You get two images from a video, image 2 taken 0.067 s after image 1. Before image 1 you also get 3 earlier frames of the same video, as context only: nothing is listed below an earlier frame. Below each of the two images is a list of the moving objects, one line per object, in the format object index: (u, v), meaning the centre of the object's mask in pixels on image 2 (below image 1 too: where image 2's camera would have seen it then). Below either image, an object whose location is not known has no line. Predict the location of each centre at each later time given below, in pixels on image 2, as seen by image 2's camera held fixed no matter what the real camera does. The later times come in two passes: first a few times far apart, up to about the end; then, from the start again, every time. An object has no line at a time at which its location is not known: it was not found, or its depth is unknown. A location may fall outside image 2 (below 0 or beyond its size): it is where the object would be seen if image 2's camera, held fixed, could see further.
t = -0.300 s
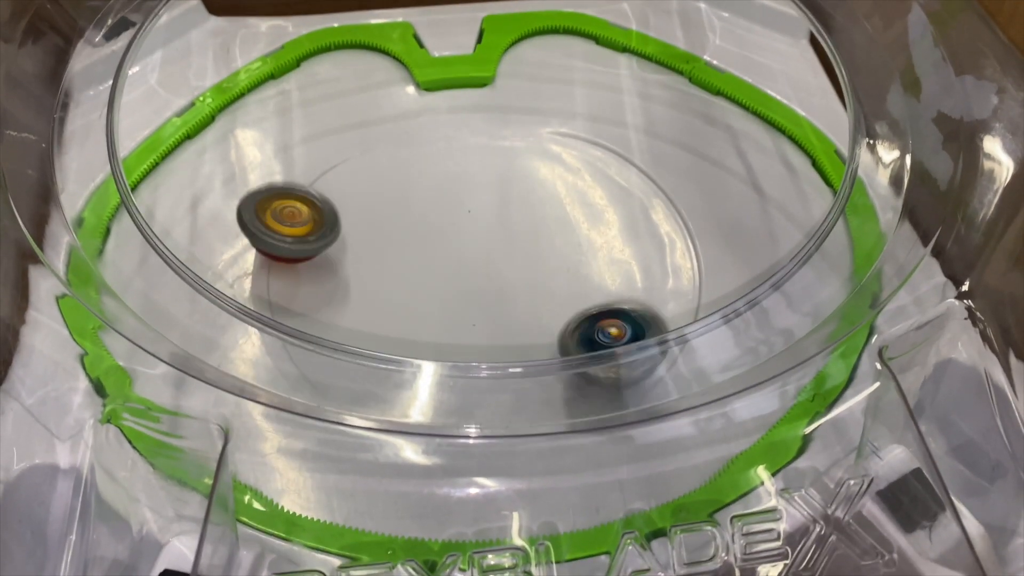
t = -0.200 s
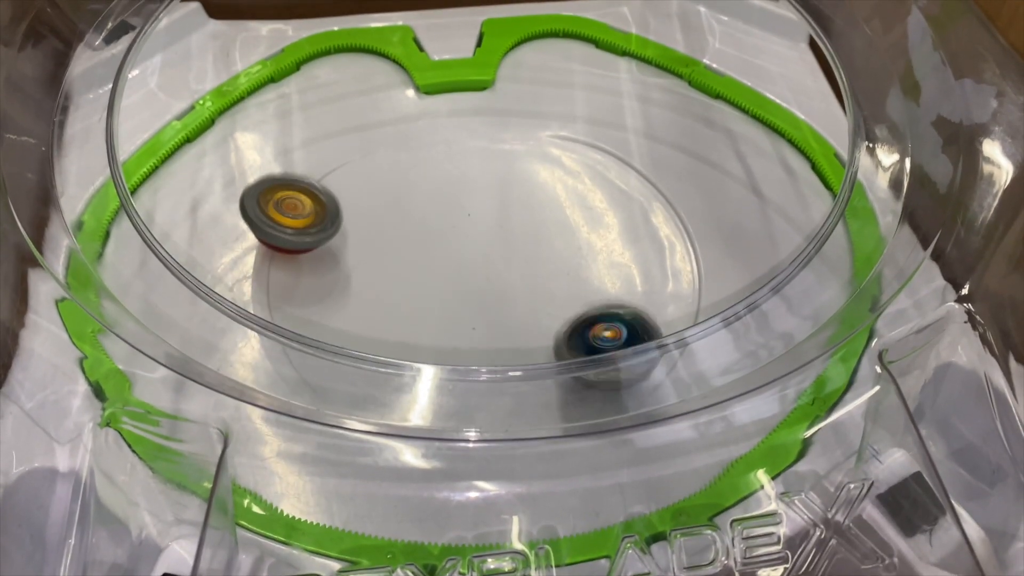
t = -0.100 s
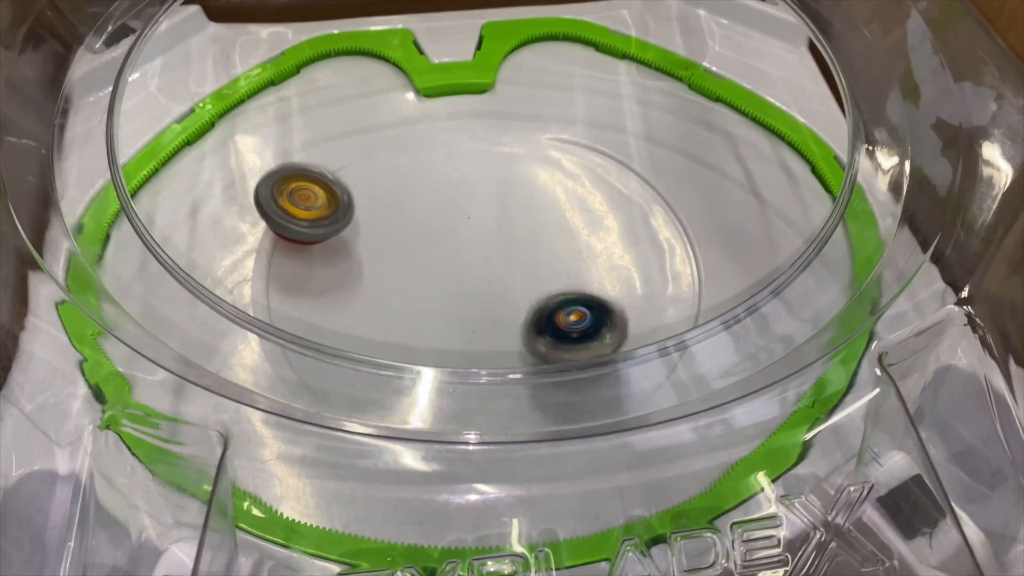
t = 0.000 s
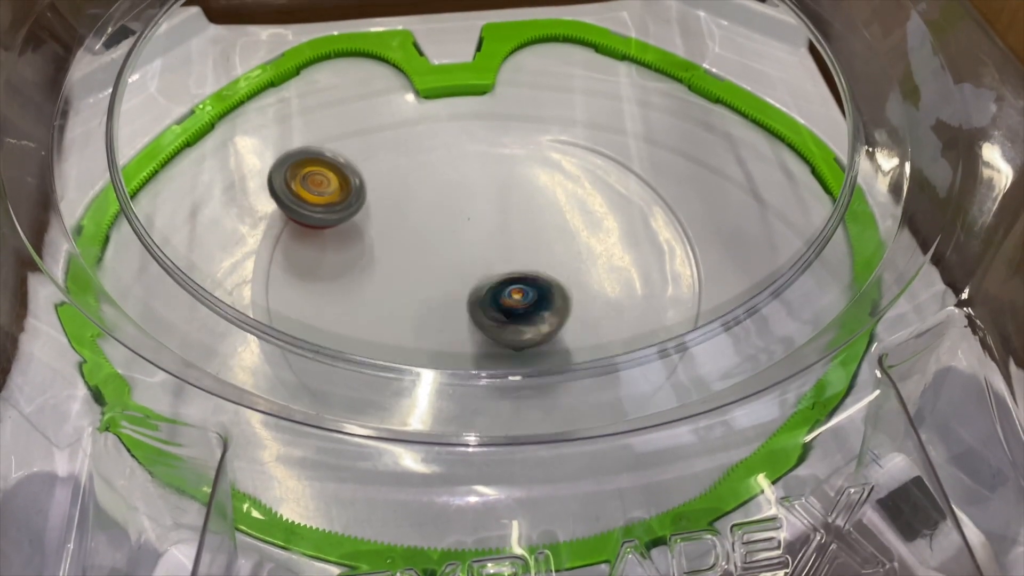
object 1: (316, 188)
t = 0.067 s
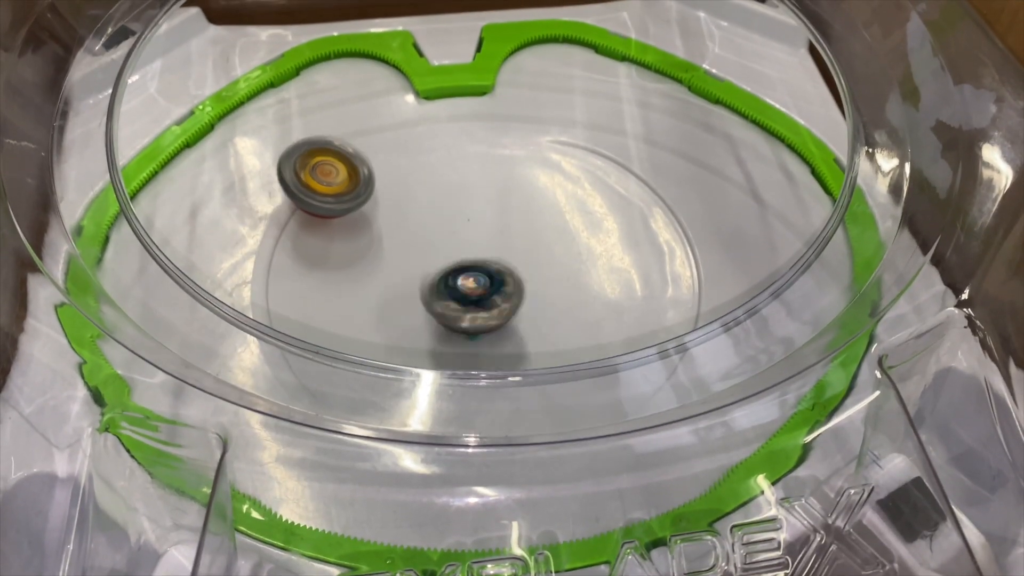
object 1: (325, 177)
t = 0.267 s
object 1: (368, 165)
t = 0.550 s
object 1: (469, 183)
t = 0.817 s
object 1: (578, 155)
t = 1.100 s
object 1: (686, 113)
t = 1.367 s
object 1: (789, 158)
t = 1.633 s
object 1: (786, 220)
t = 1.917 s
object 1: (747, 327)
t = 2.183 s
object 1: (622, 424)
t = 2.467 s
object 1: (437, 462)
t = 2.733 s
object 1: (249, 417)
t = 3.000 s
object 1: (132, 313)
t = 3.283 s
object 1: (122, 200)
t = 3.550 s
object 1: (195, 123)
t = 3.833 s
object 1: (309, 75)
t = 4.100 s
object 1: (421, 82)
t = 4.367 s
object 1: (492, 168)
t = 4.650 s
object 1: (450, 194)
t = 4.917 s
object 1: (351, 183)
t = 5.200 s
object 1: (293, 264)
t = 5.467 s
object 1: (371, 333)
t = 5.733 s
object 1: (490, 330)
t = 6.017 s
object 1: (545, 256)
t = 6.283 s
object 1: (738, 300)
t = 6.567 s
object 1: (804, 323)
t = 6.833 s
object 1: (730, 328)
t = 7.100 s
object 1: (647, 370)
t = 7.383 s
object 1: (485, 441)
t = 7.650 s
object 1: (361, 303)
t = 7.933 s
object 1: (372, 186)
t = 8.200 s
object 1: (438, 170)
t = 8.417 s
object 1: (518, 210)
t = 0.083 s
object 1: (328, 175)
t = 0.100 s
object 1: (330, 172)
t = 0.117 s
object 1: (333, 170)
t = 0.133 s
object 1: (336, 168)
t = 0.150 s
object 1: (339, 167)
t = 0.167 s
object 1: (342, 165)
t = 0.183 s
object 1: (346, 164)
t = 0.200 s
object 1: (350, 164)
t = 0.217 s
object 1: (354, 163)
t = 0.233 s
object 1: (358, 164)
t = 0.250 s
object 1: (363, 164)
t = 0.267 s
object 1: (368, 165)
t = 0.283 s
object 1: (373, 166)
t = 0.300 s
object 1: (379, 168)
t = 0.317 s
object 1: (385, 169)
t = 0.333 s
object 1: (391, 170)
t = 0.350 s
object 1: (397, 172)
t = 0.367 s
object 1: (403, 173)
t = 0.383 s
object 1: (410, 174)
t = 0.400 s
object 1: (416, 176)
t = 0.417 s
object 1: (422, 177)
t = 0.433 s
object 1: (428, 178)
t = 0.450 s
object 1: (434, 179)
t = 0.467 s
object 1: (440, 180)
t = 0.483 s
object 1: (446, 181)
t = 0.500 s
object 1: (452, 182)
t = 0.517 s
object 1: (457, 182)
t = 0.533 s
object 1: (463, 183)
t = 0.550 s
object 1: (469, 183)
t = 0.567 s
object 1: (475, 183)
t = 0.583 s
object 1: (481, 184)
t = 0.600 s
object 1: (486, 184)
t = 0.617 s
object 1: (492, 184)
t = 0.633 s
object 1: (497, 185)
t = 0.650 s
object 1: (503, 185)
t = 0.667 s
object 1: (508, 185)
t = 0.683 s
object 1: (514, 185)
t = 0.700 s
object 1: (519, 185)
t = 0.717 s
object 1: (525, 184)
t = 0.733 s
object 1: (530, 184)
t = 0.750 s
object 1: (535, 184)
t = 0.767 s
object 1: (541, 184)
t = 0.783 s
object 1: (548, 181)
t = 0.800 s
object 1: (562, 170)
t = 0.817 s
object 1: (578, 155)
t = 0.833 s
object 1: (592, 144)
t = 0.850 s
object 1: (604, 134)
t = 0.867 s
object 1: (612, 125)
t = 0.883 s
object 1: (618, 119)
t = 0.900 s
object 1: (623, 118)
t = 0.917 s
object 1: (628, 119)
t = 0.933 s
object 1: (633, 114)
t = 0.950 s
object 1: (638, 113)
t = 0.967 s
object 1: (641, 113)
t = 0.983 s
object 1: (647, 112)
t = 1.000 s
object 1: (652, 112)
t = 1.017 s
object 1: (657, 110)
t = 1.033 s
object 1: (662, 110)
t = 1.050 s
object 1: (668, 110)
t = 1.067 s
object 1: (673, 111)
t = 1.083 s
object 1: (679, 111)
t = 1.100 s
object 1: (686, 113)
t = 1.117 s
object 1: (692, 114)
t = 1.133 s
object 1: (698, 115)
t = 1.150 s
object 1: (704, 116)
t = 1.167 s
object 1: (711, 119)
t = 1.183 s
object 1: (717, 121)
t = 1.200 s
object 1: (724, 123)
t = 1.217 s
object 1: (730, 126)
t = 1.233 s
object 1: (736, 128)
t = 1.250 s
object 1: (743, 131)
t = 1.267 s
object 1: (749, 134)
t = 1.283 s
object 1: (756, 138)
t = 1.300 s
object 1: (762, 141)
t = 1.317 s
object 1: (769, 145)
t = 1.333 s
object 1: (775, 149)
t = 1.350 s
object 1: (782, 154)
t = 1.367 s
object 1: (789, 158)
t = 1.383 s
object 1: (796, 162)
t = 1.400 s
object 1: (801, 167)
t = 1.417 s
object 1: (805, 172)
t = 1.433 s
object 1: (808, 177)
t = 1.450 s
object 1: (810, 181)
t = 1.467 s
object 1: (813, 186)
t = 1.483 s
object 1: (830, 195)
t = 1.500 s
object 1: (833, 197)
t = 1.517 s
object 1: (828, 199)
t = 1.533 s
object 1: (823, 202)
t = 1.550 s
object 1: (818, 203)
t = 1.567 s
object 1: (812, 207)
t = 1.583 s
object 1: (807, 210)
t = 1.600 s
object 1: (802, 214)
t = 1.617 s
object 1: (797, 218)
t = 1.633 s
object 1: (786, 220)
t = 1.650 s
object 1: (787, 226)
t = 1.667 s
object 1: (785, 231)
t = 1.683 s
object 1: (778, 235)
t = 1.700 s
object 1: (779, 242)
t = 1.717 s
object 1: (776, 249)
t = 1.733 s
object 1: (774, 255)
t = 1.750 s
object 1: (773, 261)
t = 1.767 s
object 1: (771, 269)
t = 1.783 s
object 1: (769, 276)
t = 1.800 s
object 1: (766, 283)
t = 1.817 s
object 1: (764, 290)
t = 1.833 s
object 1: (762, 297)
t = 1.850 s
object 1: (758, 304)
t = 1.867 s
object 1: (757, 310)
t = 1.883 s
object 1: (754, 317)
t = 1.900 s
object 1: (747, 325)
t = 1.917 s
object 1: (747, 327)
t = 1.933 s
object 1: (736, 337)
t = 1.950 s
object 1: (730, 343)
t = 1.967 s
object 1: (724, 349)
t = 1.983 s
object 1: (719, 353)
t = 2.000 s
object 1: (713, 358)
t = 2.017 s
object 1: (711, 366)
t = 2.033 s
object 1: (708, 369)
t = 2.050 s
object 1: (703, 380)
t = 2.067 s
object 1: (685, 387)
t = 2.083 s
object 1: (679, 391)
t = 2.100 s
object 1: (669, 396)
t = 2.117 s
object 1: (662, 403)
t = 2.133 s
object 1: (652, 410)
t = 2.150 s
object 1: (643, 415)
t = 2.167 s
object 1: (633, 420)
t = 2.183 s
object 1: (622, 424)
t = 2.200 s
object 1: (614, 427)
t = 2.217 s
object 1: (603, 431)
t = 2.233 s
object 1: (592, 434)
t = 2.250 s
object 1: (581, 437)
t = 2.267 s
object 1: (571, 441)
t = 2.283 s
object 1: (560, 443)
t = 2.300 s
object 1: (550, 446)
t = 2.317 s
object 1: (539, 449)
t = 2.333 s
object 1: (527, 450)
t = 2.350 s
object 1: (516, 451)
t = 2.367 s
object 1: (505, 452)
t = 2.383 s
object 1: (493, 453)
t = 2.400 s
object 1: (482, 455)
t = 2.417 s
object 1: (472, 456)
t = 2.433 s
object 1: (463, 461)
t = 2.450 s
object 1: (449, 461)
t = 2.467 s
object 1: (437, 462)
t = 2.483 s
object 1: (418, 472)
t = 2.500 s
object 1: (406, 471)
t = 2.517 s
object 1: (394, 470)
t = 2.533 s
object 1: (381, 468)
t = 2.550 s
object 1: (369, 467)
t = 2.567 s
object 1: (354, 456)
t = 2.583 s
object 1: (344, 451)
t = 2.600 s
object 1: (333, 447)
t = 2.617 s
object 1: (325, 444)
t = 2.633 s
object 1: (314, 441)
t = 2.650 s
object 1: (303, 437)
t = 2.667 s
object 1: (291, 432)
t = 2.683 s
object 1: (283, 429)
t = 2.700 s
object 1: (273, 425)
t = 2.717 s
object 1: (259, 421)
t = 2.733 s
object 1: (249, 417)
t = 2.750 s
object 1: (239, 412)
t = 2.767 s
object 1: (230, 407)
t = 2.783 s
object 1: (222, 400)
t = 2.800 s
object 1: (213, 396)
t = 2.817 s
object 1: (203, 391)
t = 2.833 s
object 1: (203, 371)
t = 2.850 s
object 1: (192, 365)
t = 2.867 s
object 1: (186, 361)
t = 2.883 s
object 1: (175, 355)
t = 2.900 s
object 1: (171, 351)
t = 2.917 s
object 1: (160, 343)
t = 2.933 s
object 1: (154, 338)
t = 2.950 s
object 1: (148, 332)
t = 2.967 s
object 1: (143, 324)
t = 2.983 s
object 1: (136, 319)
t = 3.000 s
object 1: (132, 313)
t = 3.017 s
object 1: (127, 308)
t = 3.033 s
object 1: (123, 300)
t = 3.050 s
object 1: (119, 293)
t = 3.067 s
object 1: (116, 286)
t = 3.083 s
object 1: (113, 279)
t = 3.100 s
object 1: (110, 272)
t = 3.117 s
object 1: (106, 265)
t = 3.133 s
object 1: (104, 258)
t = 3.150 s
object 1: (107, 251)
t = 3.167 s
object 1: (111, 244)
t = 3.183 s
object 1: (112, 238)
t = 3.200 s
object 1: (116, 232)
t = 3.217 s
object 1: (117, 226)
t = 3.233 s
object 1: (118, 220)
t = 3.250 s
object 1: (119, 213)
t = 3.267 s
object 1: (119, 207)
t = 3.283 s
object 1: (122, 200)
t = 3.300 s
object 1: (123, 193)
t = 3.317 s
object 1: (126, 187)
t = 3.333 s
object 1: (131, 182)
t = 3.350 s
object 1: (136, 177)
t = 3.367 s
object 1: (140, 172)
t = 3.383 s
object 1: (144, 166)
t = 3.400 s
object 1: (151, 161)
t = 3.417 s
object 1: (159, 157)
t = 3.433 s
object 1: (162, 153)
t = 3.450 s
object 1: (165, 149)
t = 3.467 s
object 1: (169, 144)
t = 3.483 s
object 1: (175, 140)
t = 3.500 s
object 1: (180, 136)
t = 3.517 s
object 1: (185, 132)
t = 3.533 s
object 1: (190, 127)
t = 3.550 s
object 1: (195, 123)
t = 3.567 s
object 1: (200, 119)
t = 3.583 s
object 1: (206, 115)
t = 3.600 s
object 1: (212, 111)
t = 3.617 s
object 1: (218, 107)
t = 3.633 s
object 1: (223, 103)
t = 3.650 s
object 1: (230, 100)
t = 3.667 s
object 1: (236, 96)
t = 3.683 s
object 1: (243, 93)
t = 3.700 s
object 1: (249, 90)
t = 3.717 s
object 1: (256, 88)
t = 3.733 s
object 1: (264, 85)
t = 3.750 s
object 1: (271, 82)
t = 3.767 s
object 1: (278, 81)
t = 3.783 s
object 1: (286, 79)
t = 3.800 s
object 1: (294, 77)
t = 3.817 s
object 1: (302, 76)
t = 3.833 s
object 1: (309, 75)
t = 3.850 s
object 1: (317, 74)
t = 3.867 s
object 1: (325, 74)
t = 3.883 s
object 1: (334, 74)
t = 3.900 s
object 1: (342, 74)
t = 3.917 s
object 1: (351, 73)
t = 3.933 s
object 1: (358, 74)
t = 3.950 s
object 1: (366, 74)
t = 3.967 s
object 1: (373, 74)
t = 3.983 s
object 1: (380, 74)
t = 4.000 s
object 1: (387, 74)
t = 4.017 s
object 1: (393, 75)
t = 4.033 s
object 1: (398, 77)
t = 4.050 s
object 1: (404, 77)
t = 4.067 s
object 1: (410, 79)
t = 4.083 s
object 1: (416, 80)
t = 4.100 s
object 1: (421, 82)
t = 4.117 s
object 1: (425, 85)
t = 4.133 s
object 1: (430, 87)
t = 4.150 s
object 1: (435, 90)
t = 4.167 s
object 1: (439, 94)
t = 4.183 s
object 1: (444, 98)
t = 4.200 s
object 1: (449, 103)
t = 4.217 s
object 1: (453, 107)
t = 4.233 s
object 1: (457, 112)
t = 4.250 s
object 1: (462, 118)
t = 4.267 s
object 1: (467, 125)
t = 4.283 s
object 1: (470, 131)
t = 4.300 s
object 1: (475, 138)
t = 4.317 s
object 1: (479, 145)
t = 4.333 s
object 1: (483, 153)
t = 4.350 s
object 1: (487, 160)
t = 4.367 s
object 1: (492, 168)
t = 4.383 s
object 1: (496, 176)
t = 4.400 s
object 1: (492, 171)
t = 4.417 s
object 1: (484, 167)
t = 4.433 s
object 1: (478, 162)
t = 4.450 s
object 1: (472, 158)
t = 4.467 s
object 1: (466, 156)
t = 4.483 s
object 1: (462, 154)
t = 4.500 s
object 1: (458, 155)
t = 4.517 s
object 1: (455, 156)
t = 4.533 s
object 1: (453, 158)
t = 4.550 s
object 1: (452, 161)
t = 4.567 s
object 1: (451, 166)
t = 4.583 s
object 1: (450, 171)
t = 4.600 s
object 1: (450, 176)
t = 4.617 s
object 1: (450, 182)
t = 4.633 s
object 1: (450, 188)
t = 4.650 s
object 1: (450, 194)
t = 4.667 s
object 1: (451, 201)
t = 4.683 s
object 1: (452, 208)
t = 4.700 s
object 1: (452, 215)
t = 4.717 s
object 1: (454, 221)
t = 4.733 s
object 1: (455, 228)
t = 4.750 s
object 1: (456, 234)
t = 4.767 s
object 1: (458, 241)
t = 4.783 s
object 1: (447, 231)
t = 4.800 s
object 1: (432, 223)
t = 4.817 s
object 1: (418, 217)
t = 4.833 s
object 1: (405, 209)
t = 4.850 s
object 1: (392, 201)
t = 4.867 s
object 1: (381, 195)
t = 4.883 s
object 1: (369, 190)
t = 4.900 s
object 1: (361, 186)
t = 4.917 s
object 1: (351, 183)
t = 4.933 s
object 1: (344, 182)
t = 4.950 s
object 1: (338, 181)
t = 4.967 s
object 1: (332, 183)
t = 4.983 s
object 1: (327, 185)
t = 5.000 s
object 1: (322, 187)
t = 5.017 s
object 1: (318, 192)
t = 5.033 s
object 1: (313, 197)
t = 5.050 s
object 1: (310, 203)
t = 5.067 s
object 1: (306, 209)
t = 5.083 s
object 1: (303, 215)
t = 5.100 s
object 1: (300, 222)
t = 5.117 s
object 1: (298, 228)
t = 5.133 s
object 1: (295, 236)
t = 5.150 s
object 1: (294, 243)
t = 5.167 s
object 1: (293, 250)
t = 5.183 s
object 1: (293, 258)
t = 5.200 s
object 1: (293, 264)
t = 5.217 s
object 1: (294, 271)
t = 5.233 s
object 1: (295, 278)
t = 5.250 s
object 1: (297, 285)
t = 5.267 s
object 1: (300, 291)
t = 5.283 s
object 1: (303, 297)
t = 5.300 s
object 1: (306, 301)
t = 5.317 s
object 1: (311, 305)
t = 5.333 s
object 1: (317, 310)
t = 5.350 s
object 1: (323, 314)
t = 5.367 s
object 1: (329, 317)
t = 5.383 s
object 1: (337, 321)
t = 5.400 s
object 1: (344, 324)
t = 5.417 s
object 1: (345, 335)
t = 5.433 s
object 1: (358, 329)
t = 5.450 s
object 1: (365, 332)
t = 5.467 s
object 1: (371, 333)
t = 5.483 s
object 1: (378, 335)
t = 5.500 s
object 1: (386, 336)
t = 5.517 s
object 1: (394, 338)
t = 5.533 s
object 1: (402, 338)
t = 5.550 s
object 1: (409, 339)
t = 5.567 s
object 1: (417, 340)
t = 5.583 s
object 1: (425, 339)
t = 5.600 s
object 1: (432, 339)
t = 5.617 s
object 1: (440, 339)
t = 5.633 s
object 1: (447, 339)
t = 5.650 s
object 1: (454, 338)
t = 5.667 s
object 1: (462, 337)
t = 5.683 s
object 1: (469, 335)
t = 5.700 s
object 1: (476, 334)
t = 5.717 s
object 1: (483, 332)
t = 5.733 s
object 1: (490, 330)
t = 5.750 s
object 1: (495, 327)
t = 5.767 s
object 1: (501, 325)
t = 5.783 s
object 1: (507, 320)
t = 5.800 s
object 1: (512, 317)
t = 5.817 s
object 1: (517, 312)
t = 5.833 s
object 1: (521, 307)
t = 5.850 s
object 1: (525, 303)
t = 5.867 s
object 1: (529, 298)
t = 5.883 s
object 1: (532, 293)
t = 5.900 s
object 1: (535, 288)
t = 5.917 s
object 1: (537, 284)
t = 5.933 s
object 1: (540, 278)
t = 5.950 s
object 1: (541, 274)
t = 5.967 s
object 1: (543, 269)
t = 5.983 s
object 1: (544, 264)
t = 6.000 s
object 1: (545, 260)
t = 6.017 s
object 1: (545, 256)
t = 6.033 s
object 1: (546, 251)
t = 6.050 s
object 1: (546, 247)
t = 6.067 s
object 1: (546, 243)
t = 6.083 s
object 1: (556, 240)
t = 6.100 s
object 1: (579, 244)
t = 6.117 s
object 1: (603, 250)
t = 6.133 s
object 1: (627, 262)
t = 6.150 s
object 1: (648, 272)
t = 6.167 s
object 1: (667, 276)
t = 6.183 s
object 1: (685, 282)
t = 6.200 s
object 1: (699, 284)
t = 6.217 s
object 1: (707, 283)
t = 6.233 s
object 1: (717, 288)
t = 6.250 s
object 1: (725, 294)
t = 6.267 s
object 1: (732, 300)
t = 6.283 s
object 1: (738, 300)
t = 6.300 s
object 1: (744, 304)
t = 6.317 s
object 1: (750, 306)
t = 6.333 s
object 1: (755, 309)
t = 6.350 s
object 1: (762, 309)
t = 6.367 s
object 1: (767, 310)
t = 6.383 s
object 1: (772, 310)
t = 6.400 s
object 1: (776, 311)
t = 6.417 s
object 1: (780, 311)
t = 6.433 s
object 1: (785, 311)
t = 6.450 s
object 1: (787, 313)
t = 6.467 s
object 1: (793, 317)
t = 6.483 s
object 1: (801, 313)
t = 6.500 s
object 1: (812, 313)
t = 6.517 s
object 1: (822, 323)
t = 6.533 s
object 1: (820, 324)
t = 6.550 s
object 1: (813, 324)
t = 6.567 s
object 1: (804, 323)
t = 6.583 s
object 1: (801, 312)
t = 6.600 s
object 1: (793, 305)
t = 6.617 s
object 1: (787, 308)
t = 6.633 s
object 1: (781, 308)
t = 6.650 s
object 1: (778, 309)
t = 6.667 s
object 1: (773, 308)
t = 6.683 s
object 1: (768, 311)
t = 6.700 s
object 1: (763, 312)
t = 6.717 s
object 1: (759, 312)
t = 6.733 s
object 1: (754, 313)
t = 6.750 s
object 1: (750, 315)
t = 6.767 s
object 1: (746, 316)
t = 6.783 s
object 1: (741, 319)
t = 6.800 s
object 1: (737, 323)
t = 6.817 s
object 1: (734, 325)
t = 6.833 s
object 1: (730, 328)
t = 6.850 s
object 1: (726, 332)
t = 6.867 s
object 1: (723, 334)
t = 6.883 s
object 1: (720, 337)
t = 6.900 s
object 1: (716, 341)
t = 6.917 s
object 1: (711, 344)
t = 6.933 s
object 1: (707, 347)
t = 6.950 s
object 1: (702, 350)
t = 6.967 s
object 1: (696, 352)
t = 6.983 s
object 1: (692, 354)
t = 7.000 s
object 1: (686, 357)
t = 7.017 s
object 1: (679, 360)
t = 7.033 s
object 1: (673, 362)
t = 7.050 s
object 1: (666, 364)
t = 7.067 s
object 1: (659, 367)
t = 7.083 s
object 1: (652, 368)
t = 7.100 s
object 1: (647, 370)
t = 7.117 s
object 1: (640, 371)
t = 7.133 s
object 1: (633, 372)
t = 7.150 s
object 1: (624, 372)
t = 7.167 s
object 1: (617, 372)
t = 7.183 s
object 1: (609, 369)
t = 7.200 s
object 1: (605, 381)
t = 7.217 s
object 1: (598, 399)
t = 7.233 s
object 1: (592, 421)
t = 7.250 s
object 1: (584, 447)
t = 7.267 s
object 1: (577, 480)
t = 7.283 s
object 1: (568, 492)
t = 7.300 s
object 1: (555, 493)
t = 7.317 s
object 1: (539, 488)
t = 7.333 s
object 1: (523, 484)
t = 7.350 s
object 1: (510, 470)
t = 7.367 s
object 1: (497, 455)
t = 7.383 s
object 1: (485, 441)
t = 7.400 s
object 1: (474, 438)
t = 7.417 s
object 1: (468, 430)
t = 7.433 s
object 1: (462, 421)
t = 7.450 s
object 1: (437, 404)
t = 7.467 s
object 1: (425, 401)
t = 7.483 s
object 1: (416, 393)
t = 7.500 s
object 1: (407, 388)
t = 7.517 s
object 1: (399, 384)
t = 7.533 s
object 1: (391, 365)
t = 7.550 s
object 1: (387, 360)
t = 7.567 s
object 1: (383, 339)
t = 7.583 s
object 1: (376, 333)
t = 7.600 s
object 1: (370, 327)
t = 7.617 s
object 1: (366, 318)
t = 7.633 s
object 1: (363, 313)
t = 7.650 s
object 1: (361, 303)
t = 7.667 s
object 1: (359, 293)
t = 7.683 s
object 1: (357, 284)
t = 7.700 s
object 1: (355, 275)
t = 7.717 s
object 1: (355, 267)
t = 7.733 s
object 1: (354, 258)
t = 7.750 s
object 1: (354, 250)
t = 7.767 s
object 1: (355, 242)
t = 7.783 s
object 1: (356, 235)
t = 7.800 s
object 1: (356, 227)
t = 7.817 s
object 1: (357, 221)
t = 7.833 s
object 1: (359, 215)
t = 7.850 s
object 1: (360, 209)
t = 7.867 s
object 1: (362, 204)
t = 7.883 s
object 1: (364, 199)
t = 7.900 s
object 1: (367, 195)
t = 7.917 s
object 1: (370, 191)
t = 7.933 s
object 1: (372, 186)
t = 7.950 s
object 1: (375, 182)
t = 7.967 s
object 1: (378, 181)
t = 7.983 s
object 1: (381, 177)
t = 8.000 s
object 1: (385, 174)
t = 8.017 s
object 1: (388, 173)
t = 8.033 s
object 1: (392, 170)
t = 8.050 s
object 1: (395, 169)
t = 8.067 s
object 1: (399, 169)
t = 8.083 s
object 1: (404, 167)
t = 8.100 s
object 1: (408, 167)
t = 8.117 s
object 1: (412, 166)
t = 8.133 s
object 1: (417, 167)
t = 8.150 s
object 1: (422, 168)
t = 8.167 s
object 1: (427, 169)
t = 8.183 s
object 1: (432, 169)
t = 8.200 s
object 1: (438, 170)
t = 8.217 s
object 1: (444, 172)
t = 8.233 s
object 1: (450, 175)
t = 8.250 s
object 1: (456, 177)
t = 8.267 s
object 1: (462, 179)
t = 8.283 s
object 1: (468, 182)
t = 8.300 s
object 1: (474, 184)
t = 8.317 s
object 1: (480, 188)
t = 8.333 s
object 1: (487, 192)
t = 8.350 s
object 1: (493, 196)
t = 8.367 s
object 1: (499, 198)
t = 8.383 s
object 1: (506, 203)
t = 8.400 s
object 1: (511, 206)
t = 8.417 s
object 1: (518, 210)
